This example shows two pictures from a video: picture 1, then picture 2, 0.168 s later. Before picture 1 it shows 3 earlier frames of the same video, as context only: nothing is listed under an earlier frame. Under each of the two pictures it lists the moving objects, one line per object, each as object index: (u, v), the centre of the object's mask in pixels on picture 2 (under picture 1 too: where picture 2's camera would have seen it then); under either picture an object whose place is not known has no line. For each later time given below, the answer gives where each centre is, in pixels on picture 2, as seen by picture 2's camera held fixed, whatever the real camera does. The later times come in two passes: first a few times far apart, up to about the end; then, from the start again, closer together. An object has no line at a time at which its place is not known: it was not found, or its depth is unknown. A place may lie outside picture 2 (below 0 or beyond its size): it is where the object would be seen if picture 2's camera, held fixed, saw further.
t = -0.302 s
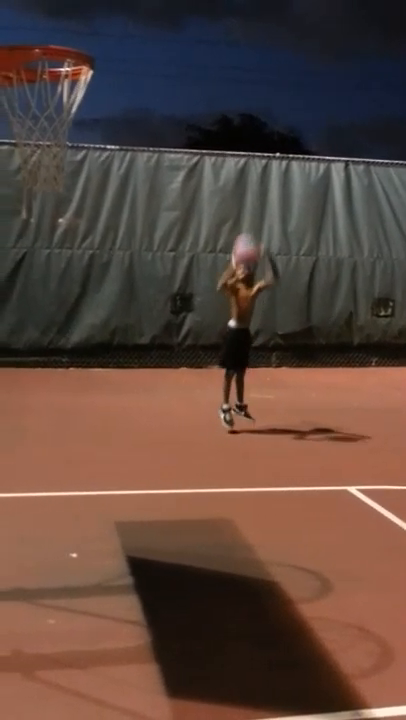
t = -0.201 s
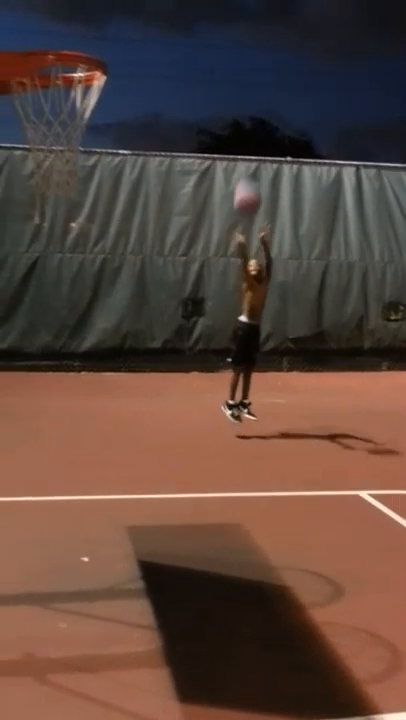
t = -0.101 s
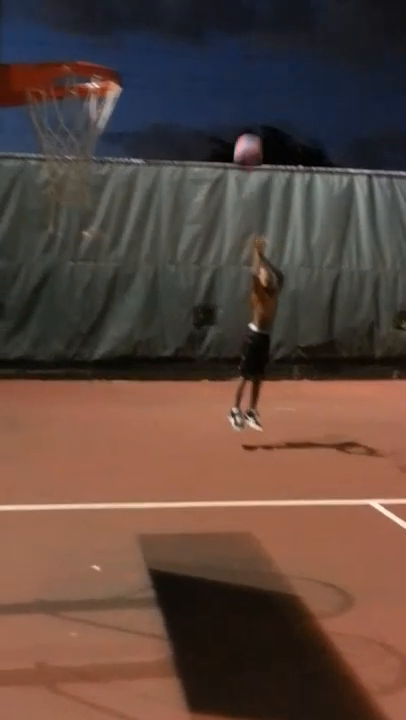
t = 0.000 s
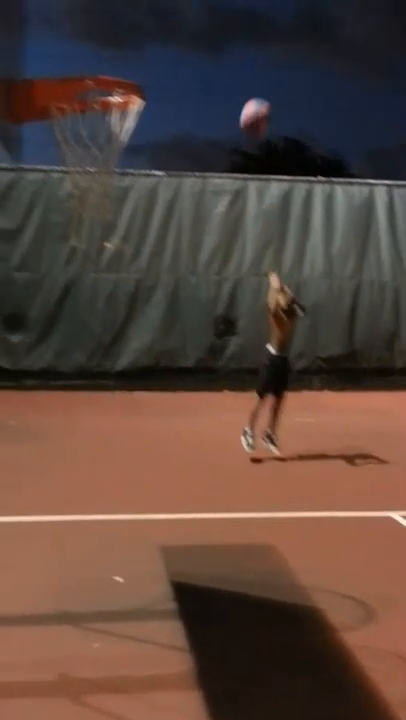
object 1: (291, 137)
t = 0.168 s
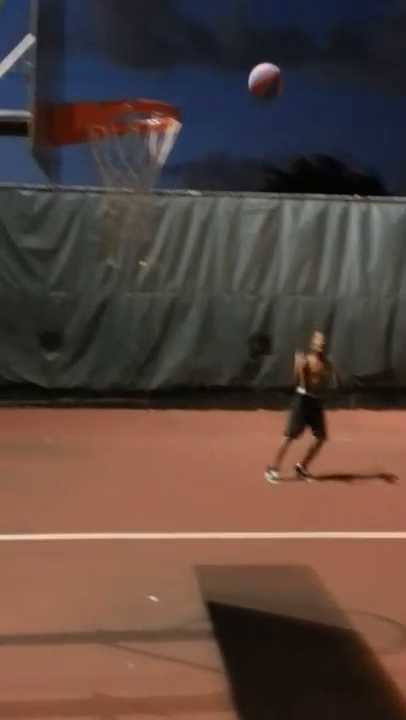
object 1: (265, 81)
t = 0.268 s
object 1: (245, 63)
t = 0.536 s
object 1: (179, 90)
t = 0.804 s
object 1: (215, 192)
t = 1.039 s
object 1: (260, 317)
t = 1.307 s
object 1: (298, 474)
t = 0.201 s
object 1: (258, 74)
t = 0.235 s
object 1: (252, 68)
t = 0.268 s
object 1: (245, 63)
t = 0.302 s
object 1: (237, 59)
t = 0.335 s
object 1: (229, 58)
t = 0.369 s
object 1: (222, 58)
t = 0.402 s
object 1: (214, 61)
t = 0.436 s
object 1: (207, 65)
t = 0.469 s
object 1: (197, 72)
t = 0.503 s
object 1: (188, 81)
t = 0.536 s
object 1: (179, 90)
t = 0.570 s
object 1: (173, 98)
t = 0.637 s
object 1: (182, 137)
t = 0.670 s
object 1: (185, 144)
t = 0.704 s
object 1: (189, 152)
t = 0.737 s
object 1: (198, 164)
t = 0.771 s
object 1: (206, 176)
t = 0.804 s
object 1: (215, 192)
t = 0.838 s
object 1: (223, 208)
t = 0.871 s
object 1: (230, 224)
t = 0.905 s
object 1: (237, 241)
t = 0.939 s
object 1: (243, 260)
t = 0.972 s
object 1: (250, 277)
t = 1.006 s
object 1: (254, 296)
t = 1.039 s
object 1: (260, 317)
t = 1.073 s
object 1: (266, 338)
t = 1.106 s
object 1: (271, 358)
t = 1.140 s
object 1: (276, 379)
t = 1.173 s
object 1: (281, 401)
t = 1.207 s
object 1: (286, 425)
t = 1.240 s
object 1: (291, 449)
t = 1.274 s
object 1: (294, 474)
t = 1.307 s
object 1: (298, 474)
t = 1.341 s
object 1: (302, 453)
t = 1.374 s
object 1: (306, 432)
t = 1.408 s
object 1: (309, 415)
